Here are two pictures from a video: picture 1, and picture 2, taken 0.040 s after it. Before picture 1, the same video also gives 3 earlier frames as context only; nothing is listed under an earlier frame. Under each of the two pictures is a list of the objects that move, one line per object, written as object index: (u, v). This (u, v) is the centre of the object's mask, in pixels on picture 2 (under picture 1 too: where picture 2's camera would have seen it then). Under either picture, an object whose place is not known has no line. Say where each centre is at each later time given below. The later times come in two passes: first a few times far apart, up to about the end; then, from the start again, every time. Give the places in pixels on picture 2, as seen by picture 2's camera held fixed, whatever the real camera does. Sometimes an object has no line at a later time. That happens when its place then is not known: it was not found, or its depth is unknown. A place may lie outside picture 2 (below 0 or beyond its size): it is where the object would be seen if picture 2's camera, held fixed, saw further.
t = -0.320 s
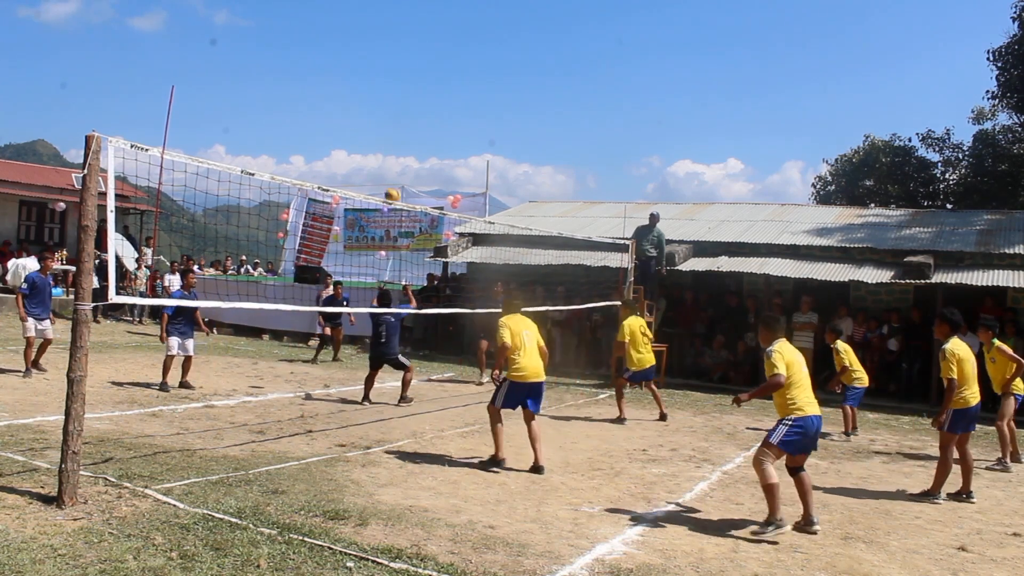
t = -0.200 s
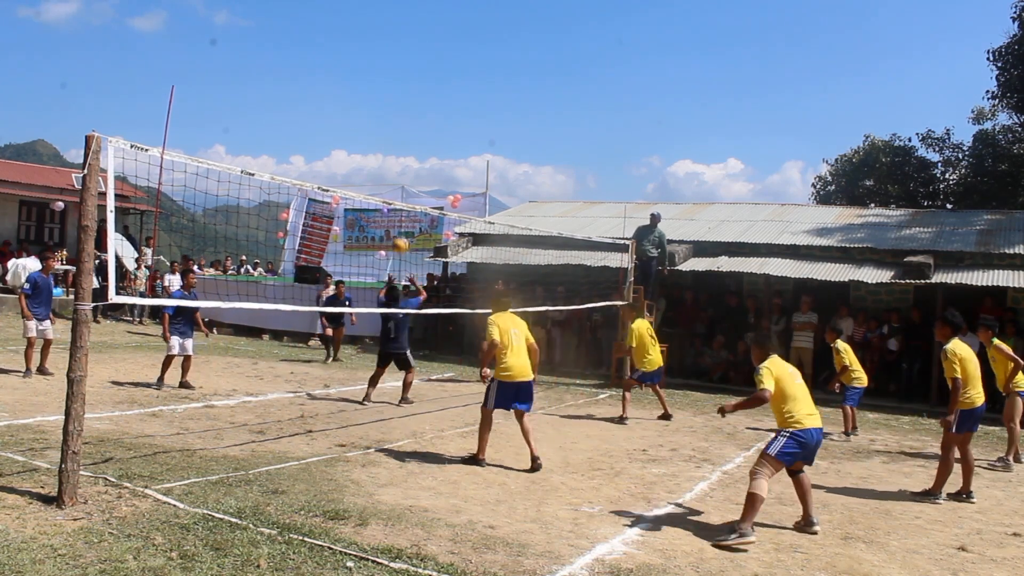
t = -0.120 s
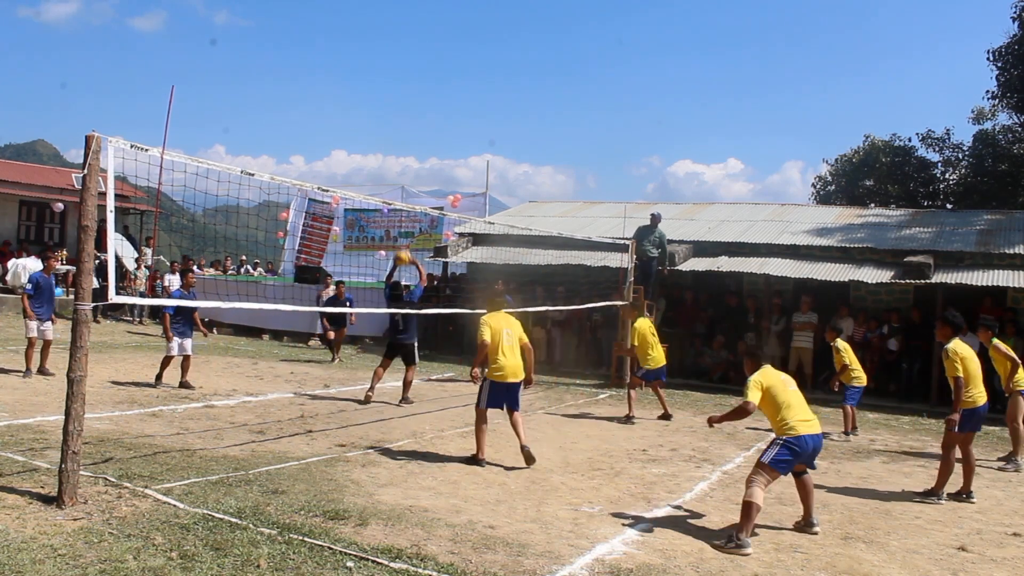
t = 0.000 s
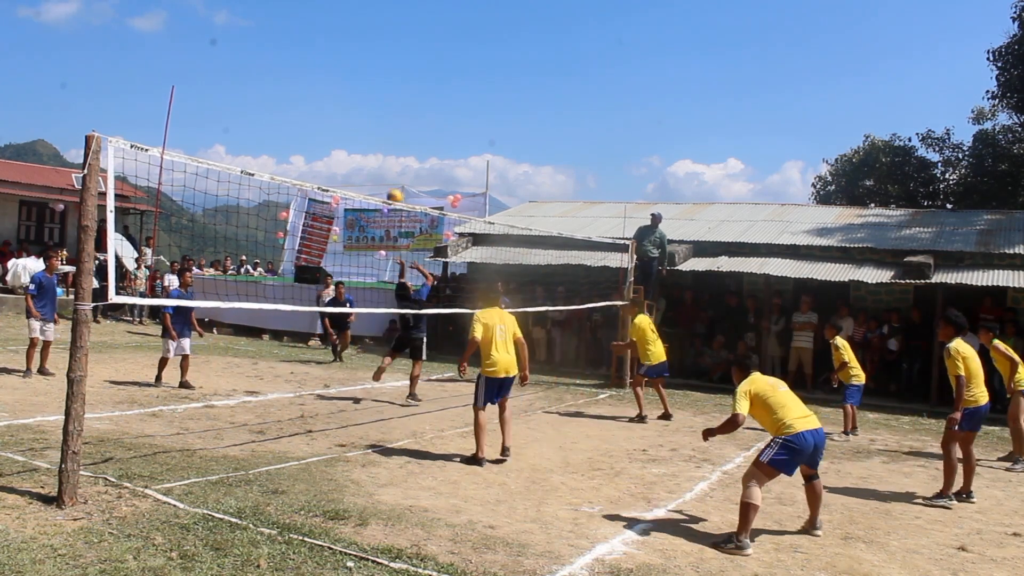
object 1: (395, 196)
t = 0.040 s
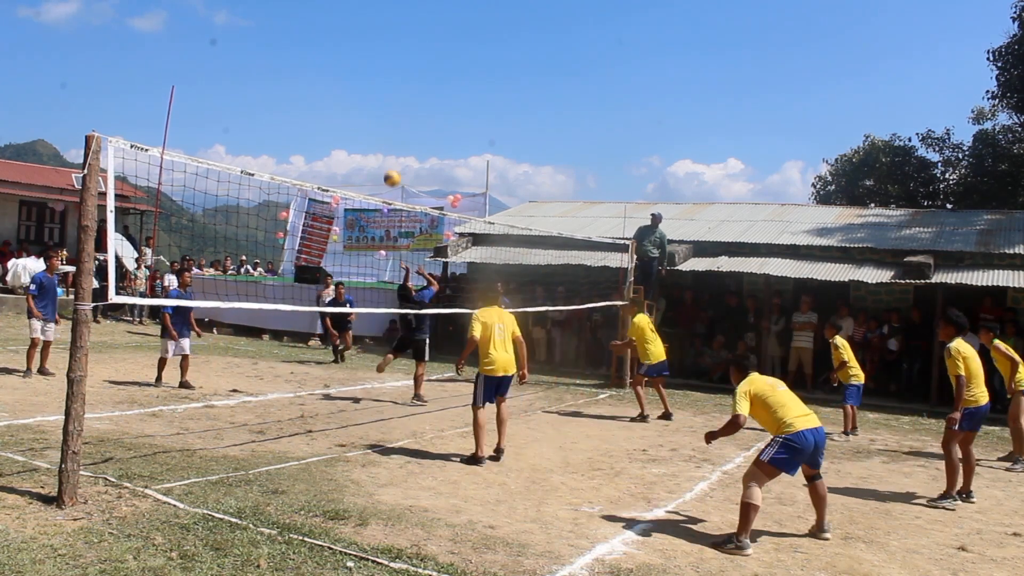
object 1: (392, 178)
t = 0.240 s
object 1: (376, 104)
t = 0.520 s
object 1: (350, 50)
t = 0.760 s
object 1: (322, 54)
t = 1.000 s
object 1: (286, 110)
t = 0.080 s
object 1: (389, 161)
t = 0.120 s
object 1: (386, 145)
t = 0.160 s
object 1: (383, 130)
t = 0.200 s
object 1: (380, 116)
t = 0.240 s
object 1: (376, 104)
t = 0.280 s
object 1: (373, 93)
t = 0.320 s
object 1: (369, 83)
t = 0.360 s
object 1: (366, 74)
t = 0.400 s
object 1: (362, 66)
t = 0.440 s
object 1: (358, 60)
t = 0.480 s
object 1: (354, 55)
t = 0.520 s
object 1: (350, 50)
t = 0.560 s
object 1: (346, 48)
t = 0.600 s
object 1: (341, 46)
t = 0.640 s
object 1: (337, 46)
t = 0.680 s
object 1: (332, 48)
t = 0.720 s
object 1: (327, 50)
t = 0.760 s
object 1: (322, 54)
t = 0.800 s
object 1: (316, 60)
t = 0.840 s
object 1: (310, 67)
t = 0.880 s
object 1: (304, 75)
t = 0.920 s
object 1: (298, 85)
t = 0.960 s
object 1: (292, 97)
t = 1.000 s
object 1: (286, 110)
